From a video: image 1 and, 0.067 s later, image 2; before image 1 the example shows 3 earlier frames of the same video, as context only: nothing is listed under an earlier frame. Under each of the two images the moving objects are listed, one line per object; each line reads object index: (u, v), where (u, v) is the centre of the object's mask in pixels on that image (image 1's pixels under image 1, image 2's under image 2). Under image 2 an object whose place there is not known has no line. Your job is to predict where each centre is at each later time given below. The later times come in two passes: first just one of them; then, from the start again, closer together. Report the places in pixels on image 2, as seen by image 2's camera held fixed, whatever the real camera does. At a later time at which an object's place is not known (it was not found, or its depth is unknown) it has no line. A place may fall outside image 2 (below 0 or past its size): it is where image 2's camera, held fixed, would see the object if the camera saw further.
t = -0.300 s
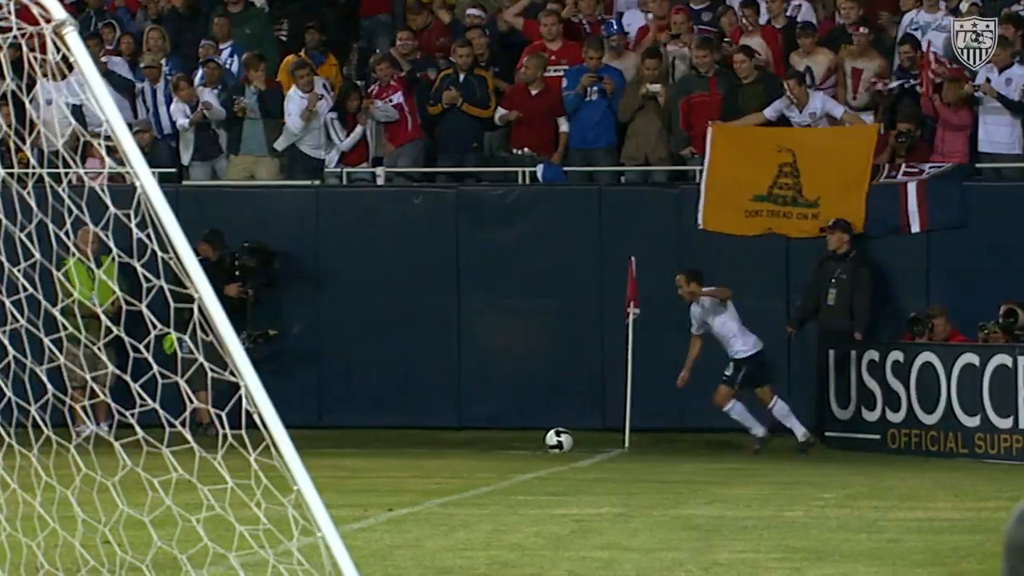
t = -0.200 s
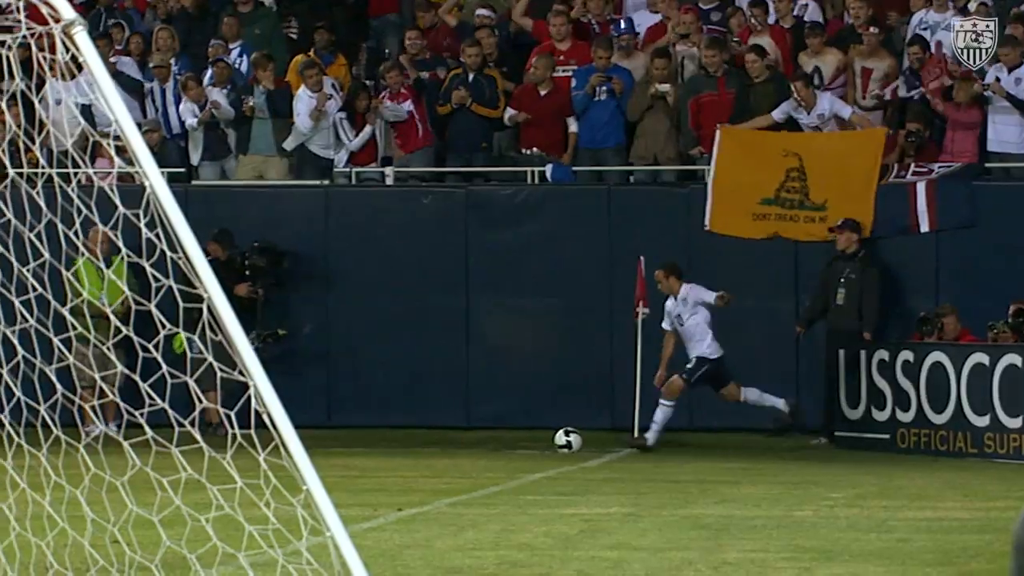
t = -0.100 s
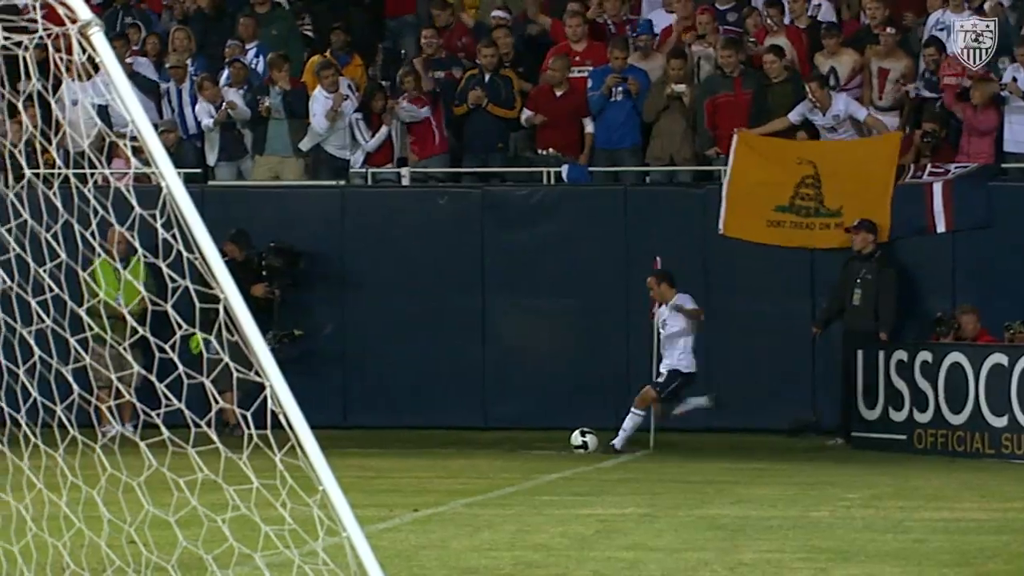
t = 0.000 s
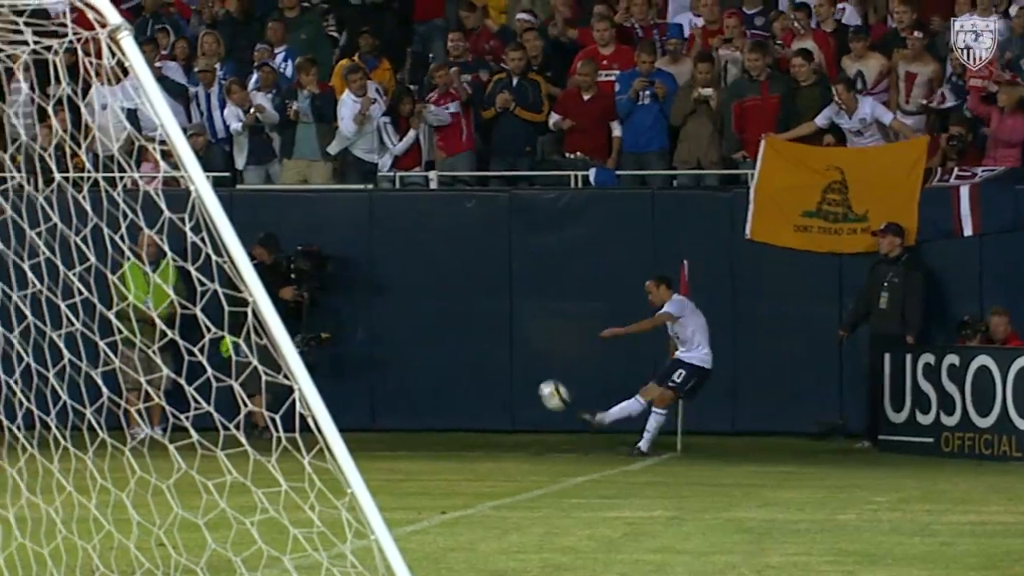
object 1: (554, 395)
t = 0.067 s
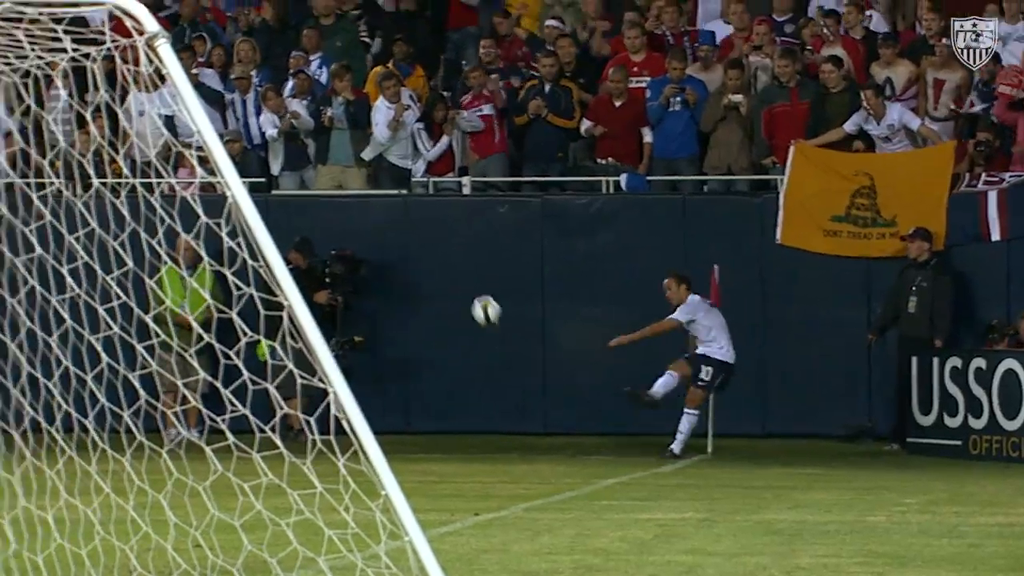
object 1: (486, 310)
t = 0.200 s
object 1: (286, 134)
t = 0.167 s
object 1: (338, 180)
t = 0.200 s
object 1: (286, 134)
